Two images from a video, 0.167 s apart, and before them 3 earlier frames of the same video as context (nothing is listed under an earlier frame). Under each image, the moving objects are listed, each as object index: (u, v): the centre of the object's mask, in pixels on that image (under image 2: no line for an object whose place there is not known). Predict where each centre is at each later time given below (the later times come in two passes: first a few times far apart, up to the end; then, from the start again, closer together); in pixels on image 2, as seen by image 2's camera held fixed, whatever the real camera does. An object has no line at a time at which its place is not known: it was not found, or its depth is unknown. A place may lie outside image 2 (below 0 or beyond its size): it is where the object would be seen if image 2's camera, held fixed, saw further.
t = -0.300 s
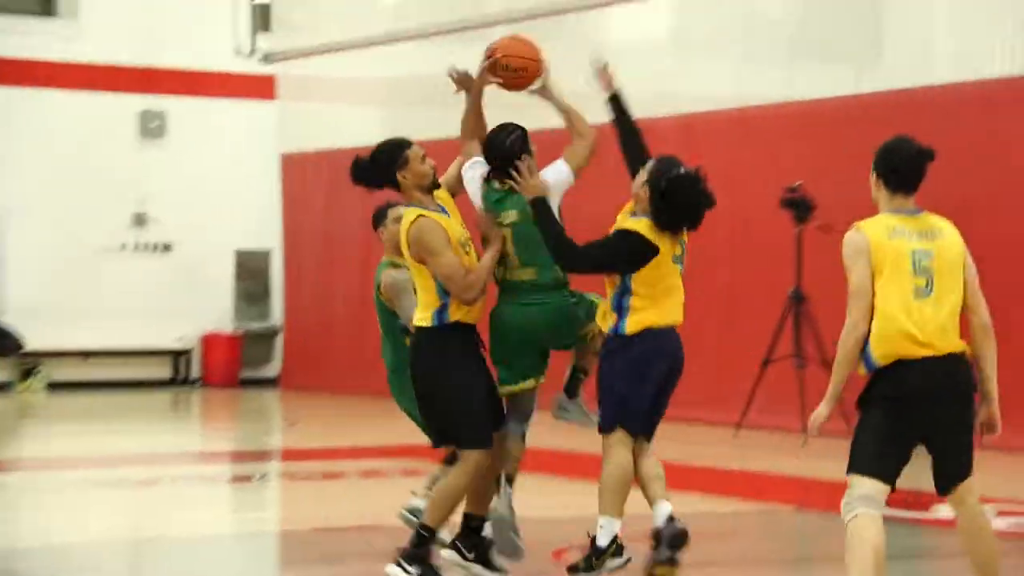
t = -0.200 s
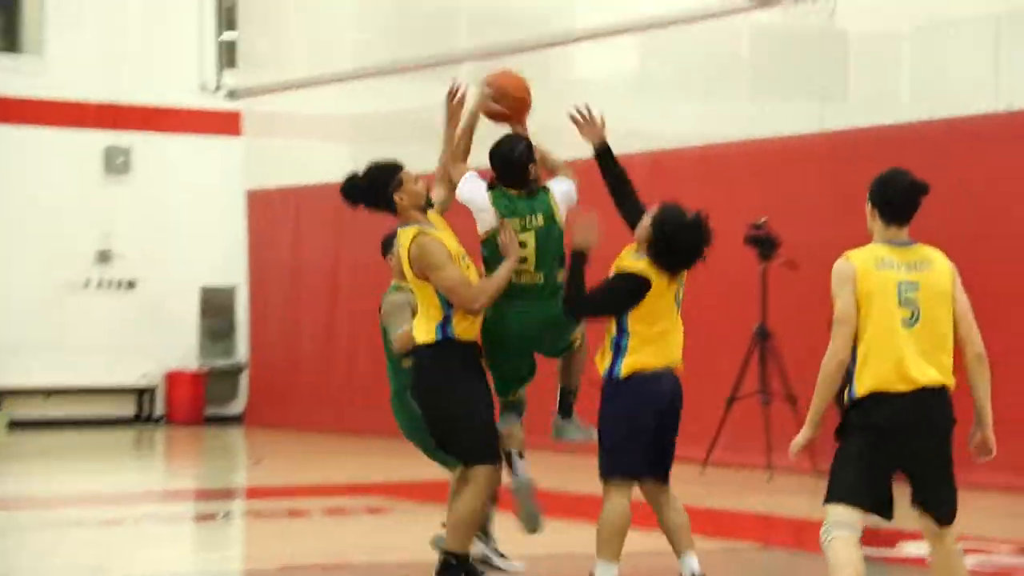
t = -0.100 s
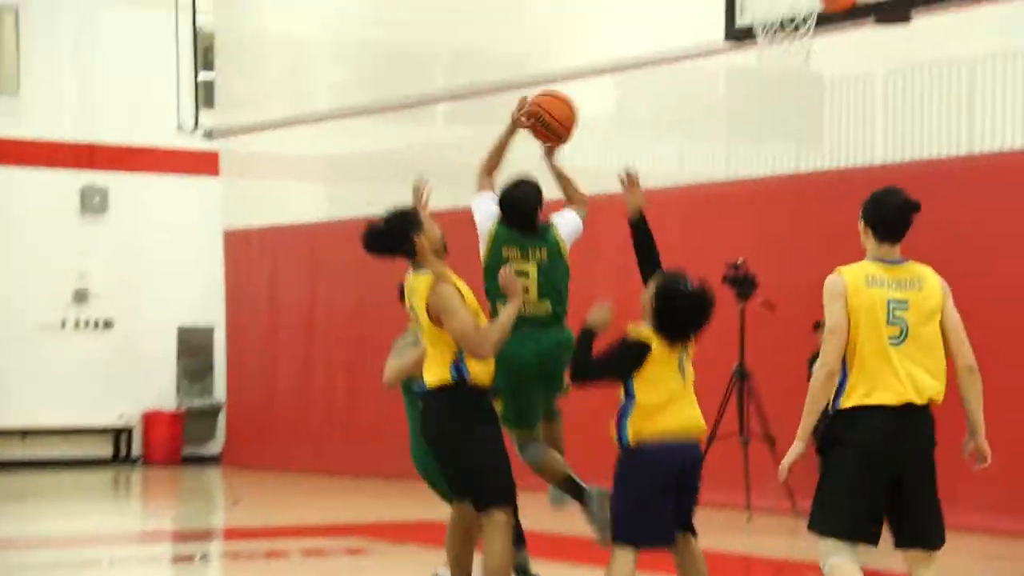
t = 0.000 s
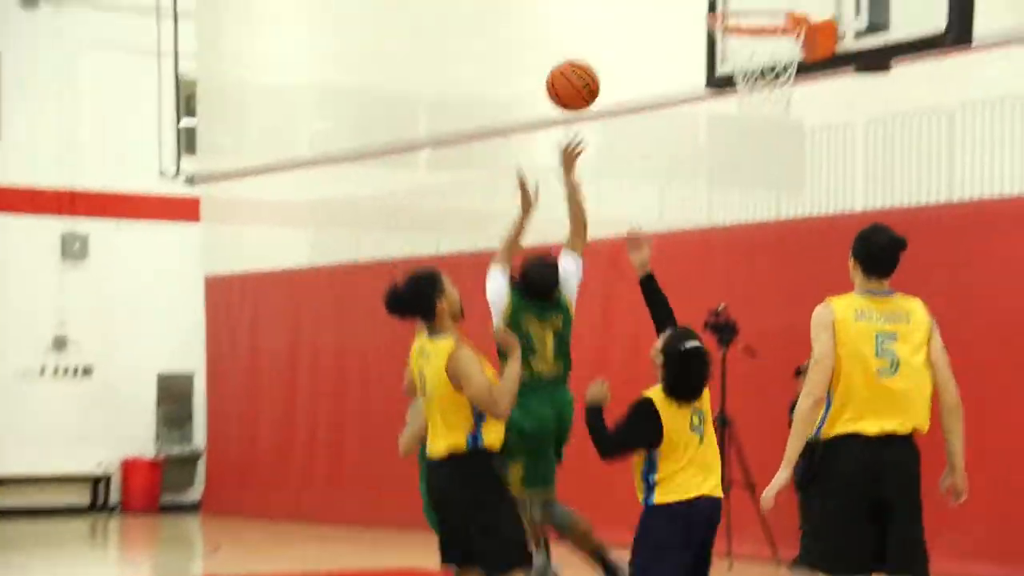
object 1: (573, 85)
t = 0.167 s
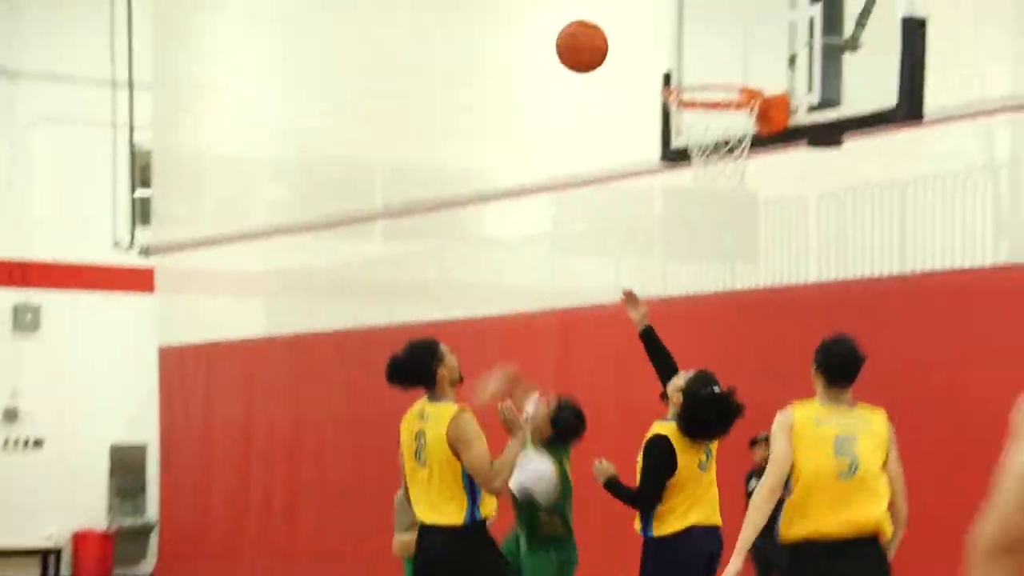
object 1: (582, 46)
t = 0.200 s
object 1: (592, 31)
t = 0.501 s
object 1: (681, 5)
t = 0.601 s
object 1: (708, 37)
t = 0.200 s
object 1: (592, 31)
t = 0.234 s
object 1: (602, 19)
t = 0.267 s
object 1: (612, 9)
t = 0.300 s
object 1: (622, 1)
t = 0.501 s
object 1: (681, 5)
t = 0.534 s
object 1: (690, 14)
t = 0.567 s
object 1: (699, 25)
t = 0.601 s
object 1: (708, 37)
